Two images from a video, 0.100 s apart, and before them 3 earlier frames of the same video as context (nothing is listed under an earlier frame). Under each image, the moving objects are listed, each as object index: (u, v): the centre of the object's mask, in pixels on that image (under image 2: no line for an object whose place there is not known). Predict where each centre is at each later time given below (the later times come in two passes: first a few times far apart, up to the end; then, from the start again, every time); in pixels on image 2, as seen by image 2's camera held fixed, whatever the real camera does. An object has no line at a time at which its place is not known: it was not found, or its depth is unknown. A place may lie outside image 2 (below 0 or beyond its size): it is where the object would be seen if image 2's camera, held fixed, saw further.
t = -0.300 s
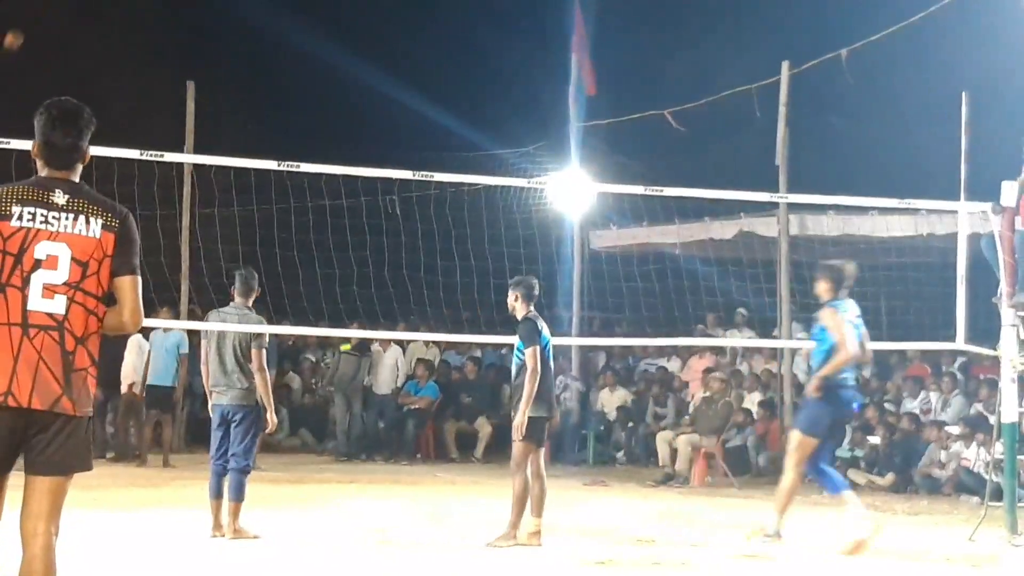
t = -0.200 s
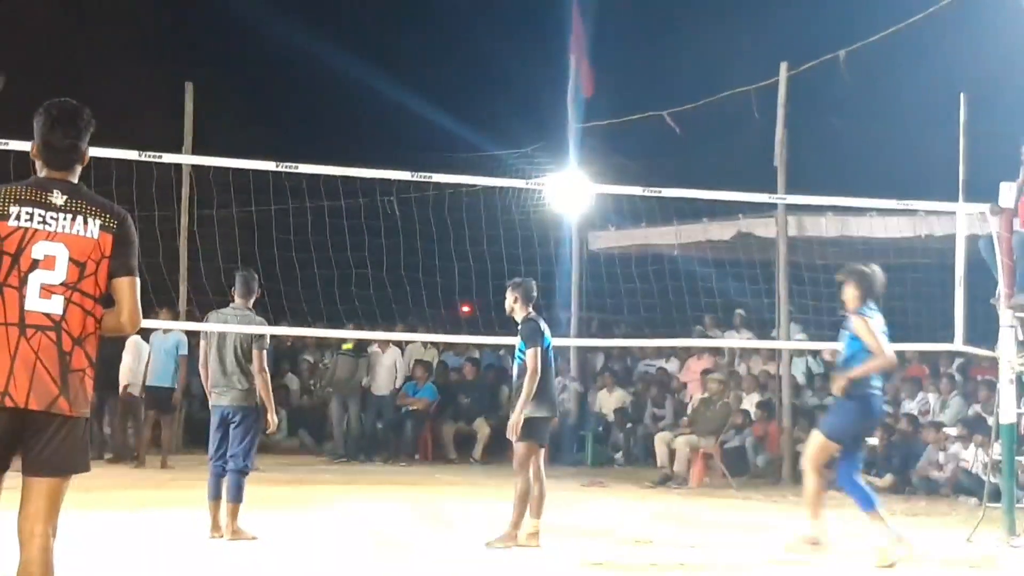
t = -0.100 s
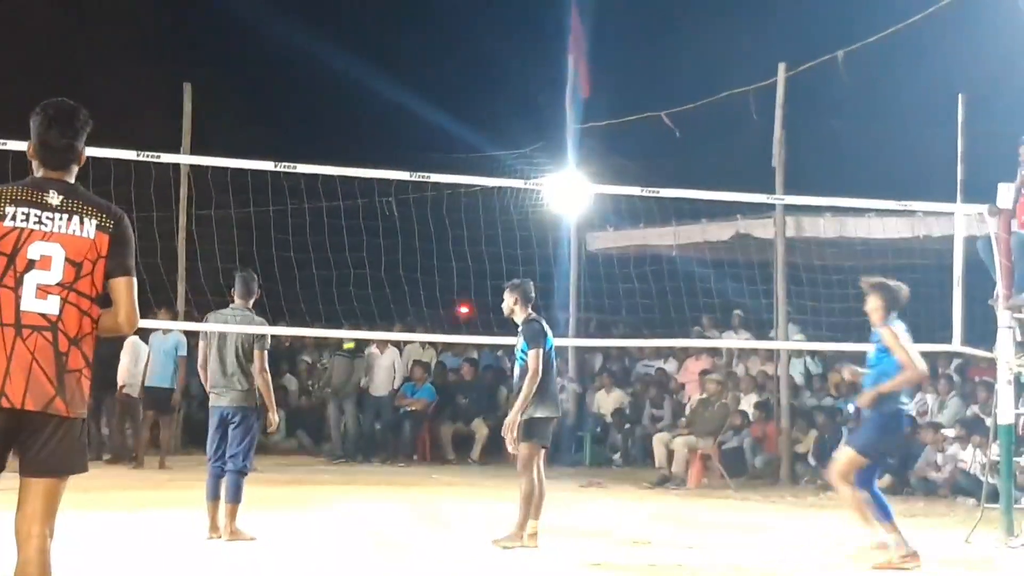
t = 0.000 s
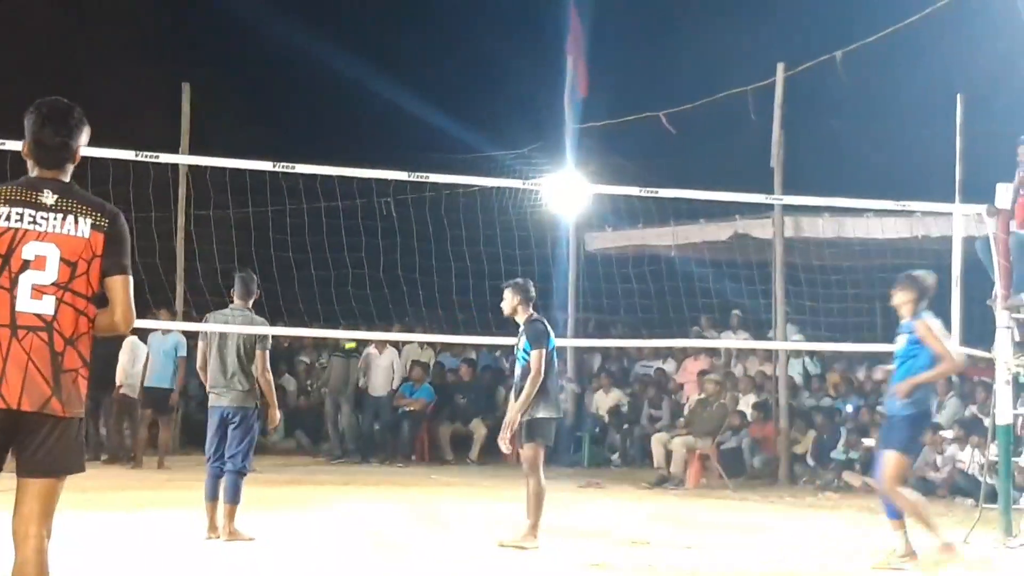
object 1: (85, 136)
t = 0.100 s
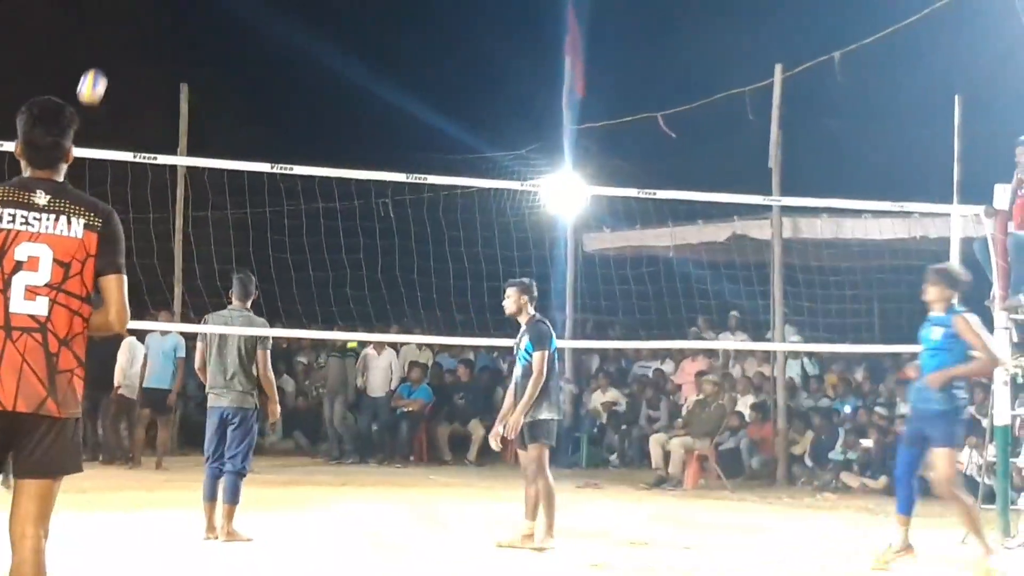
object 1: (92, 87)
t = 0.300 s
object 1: (130, 18)
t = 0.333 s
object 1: (137, 12)
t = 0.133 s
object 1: (98, 73)
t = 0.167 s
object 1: (104, 59)
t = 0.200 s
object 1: (111, 47)
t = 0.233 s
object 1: (117, 36)
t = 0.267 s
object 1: (123, 26)
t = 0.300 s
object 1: (130, 18)
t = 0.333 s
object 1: (137, 12)
